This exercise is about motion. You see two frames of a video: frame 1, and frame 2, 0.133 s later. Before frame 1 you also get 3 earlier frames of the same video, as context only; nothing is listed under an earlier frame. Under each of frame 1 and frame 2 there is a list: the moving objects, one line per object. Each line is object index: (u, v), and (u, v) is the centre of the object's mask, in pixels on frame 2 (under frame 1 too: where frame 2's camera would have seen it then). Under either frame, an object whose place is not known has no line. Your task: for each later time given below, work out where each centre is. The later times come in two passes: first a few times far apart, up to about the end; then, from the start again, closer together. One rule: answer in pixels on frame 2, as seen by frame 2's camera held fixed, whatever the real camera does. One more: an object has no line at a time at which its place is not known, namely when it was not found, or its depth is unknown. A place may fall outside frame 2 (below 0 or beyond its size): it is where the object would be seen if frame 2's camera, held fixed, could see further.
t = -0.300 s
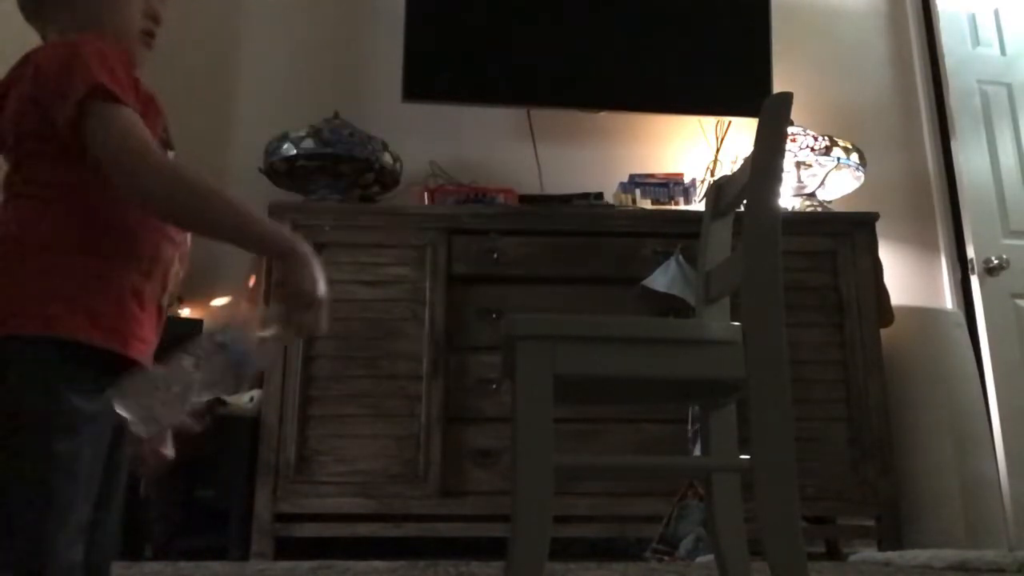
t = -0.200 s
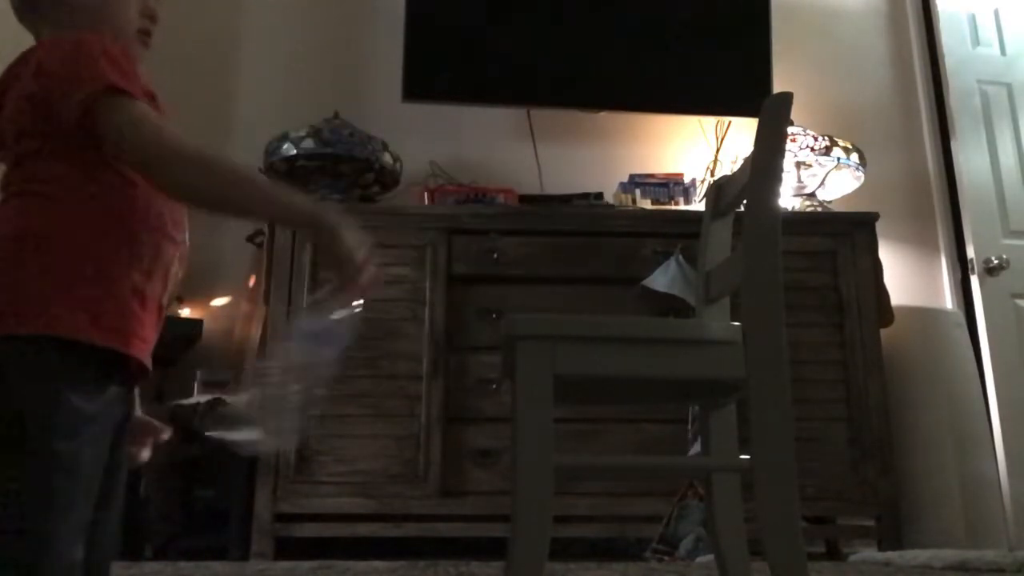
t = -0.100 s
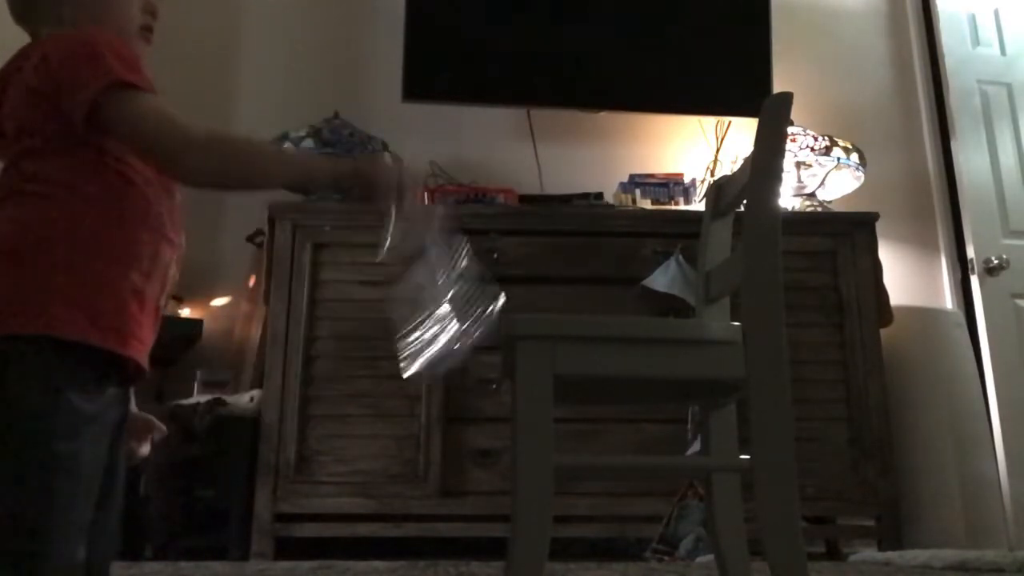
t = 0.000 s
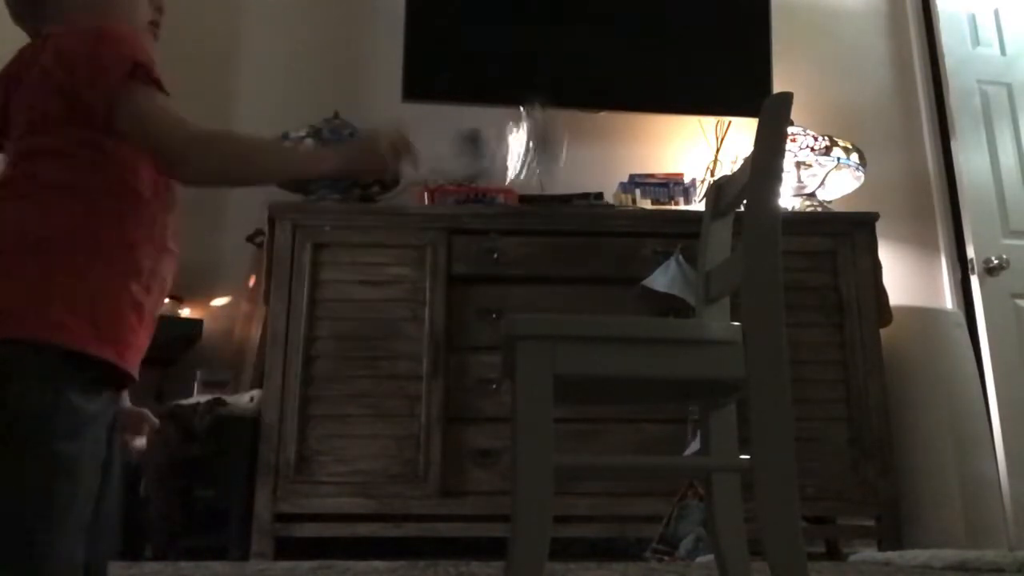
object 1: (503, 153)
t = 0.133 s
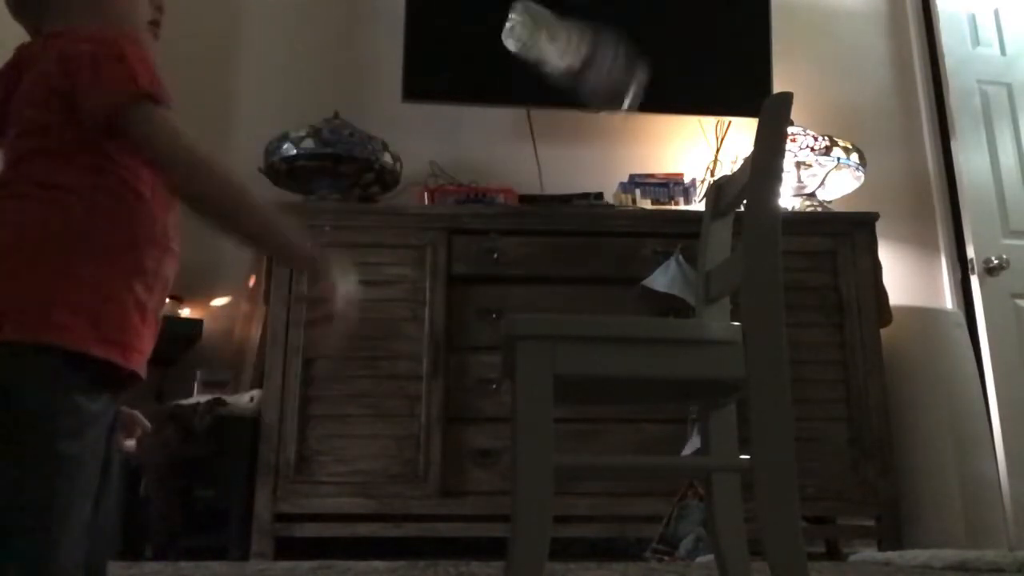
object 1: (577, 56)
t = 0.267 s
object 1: (562, 44)
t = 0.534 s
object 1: (577, 266)
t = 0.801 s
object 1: (565, 265)
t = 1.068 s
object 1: (565, 265)
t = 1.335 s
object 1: (565, 265)
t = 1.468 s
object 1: (565, 265)
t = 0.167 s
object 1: (579, 33)
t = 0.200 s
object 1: (570, 26)
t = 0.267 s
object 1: (562, 44)
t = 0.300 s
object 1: (564, 64)
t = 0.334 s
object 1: (565, 91)
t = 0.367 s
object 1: (567, 127)
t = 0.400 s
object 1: (569, 170)
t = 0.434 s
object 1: (569, 224)
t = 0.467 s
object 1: (575, 257)
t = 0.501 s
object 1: (582, 266)
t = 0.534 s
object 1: (577, 266)
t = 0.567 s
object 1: (572, 266)
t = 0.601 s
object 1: (569, 266)
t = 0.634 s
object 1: (568, 265)
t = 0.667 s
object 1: (565, 265)
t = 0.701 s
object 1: (565, 265)
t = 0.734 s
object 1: (565, 265)
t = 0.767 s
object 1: (565, 265)
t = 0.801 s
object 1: (565, 265)
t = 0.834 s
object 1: (565, 265)
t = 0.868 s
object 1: (565, 265)
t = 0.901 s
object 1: (565, 265)
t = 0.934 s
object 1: (565, 265)
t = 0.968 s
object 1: (565, 265)
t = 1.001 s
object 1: (565, 265)
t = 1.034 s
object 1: (565, 265)
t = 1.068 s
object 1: (565, 265)
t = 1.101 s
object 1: (565, 265)
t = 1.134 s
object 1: (565, 265)
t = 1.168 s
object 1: (565, 265)
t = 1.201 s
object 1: (565, 265)
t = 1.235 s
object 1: (565, 265)
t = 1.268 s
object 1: (565, 265)
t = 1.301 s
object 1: (565, 265)
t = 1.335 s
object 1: (565, 265)
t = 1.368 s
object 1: (565, 265)
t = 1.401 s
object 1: (565, 265)
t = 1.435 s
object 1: (565, 265)
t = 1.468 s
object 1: (565, 265)
